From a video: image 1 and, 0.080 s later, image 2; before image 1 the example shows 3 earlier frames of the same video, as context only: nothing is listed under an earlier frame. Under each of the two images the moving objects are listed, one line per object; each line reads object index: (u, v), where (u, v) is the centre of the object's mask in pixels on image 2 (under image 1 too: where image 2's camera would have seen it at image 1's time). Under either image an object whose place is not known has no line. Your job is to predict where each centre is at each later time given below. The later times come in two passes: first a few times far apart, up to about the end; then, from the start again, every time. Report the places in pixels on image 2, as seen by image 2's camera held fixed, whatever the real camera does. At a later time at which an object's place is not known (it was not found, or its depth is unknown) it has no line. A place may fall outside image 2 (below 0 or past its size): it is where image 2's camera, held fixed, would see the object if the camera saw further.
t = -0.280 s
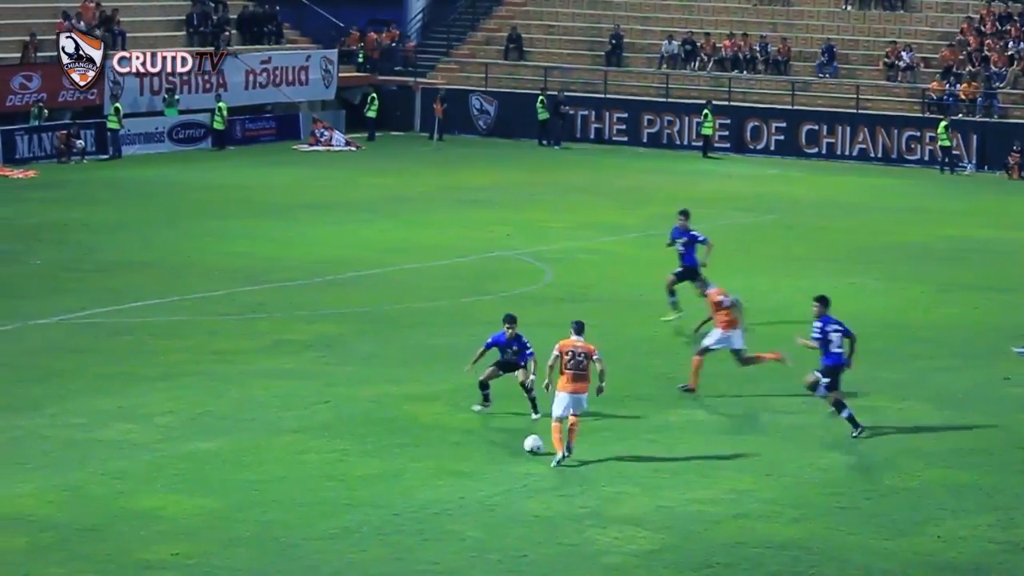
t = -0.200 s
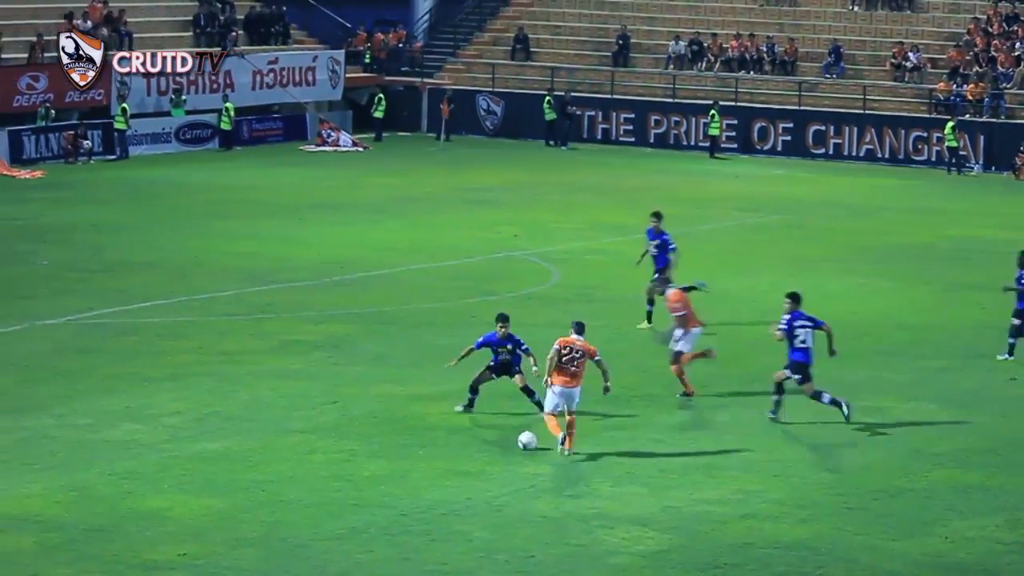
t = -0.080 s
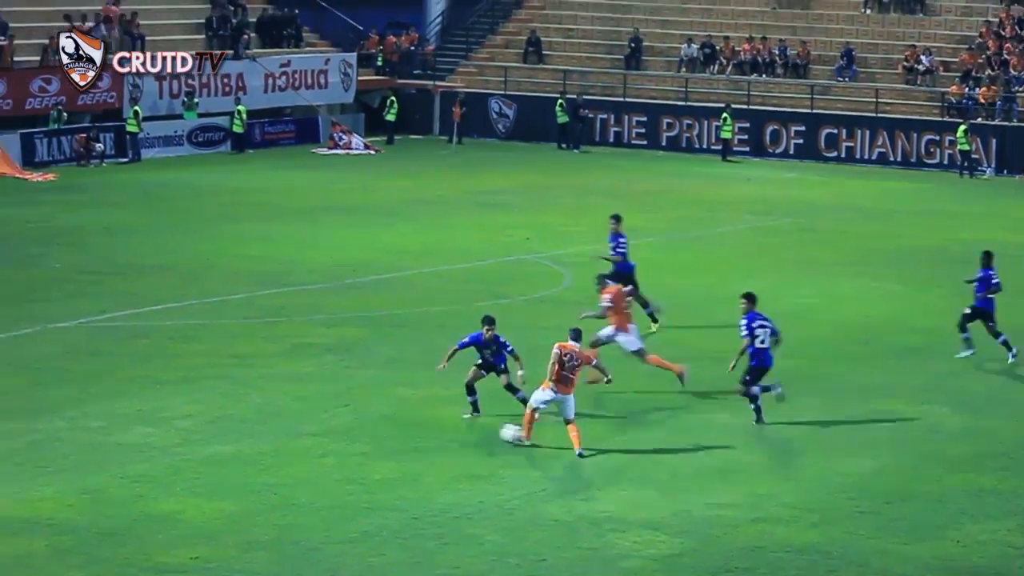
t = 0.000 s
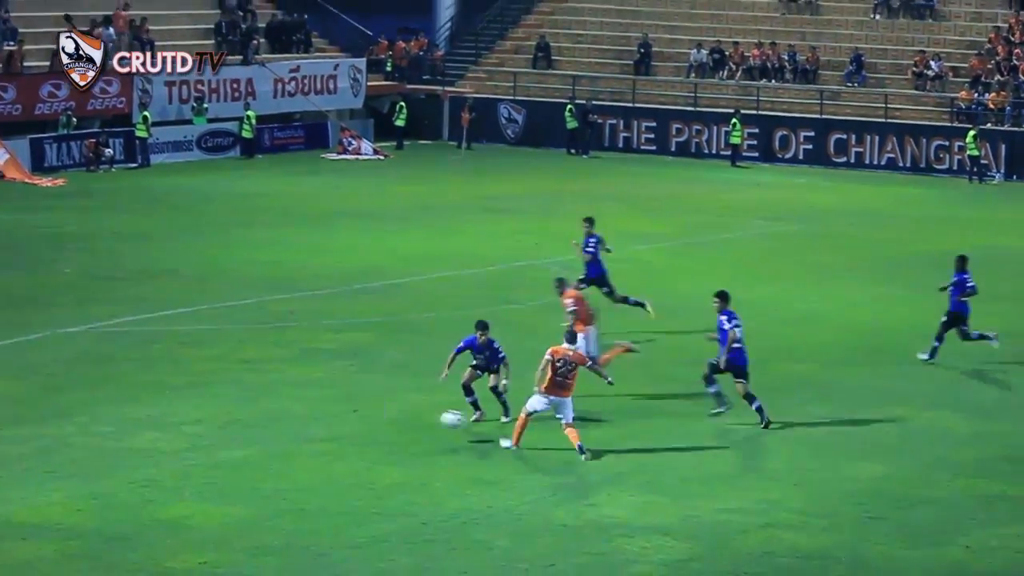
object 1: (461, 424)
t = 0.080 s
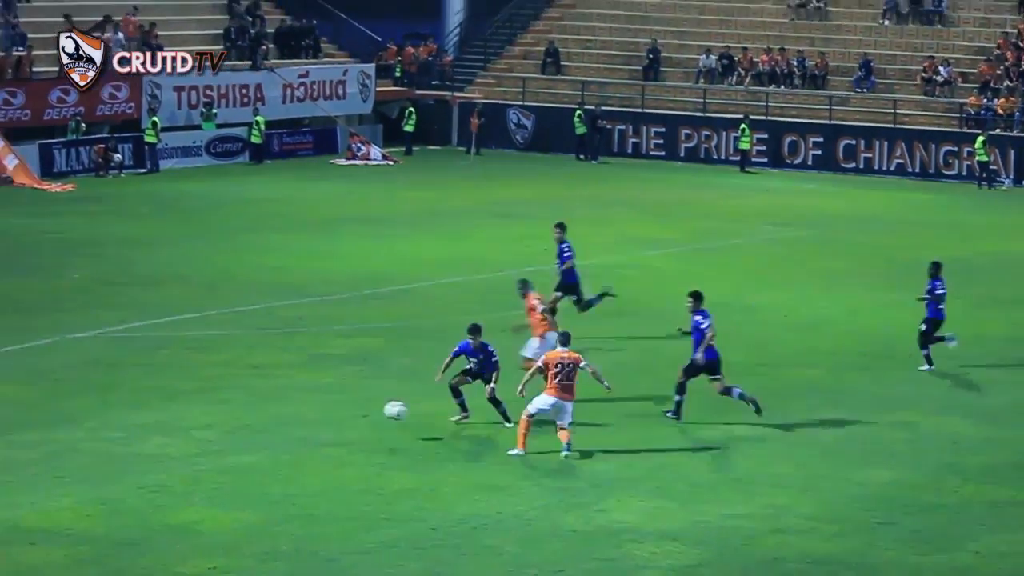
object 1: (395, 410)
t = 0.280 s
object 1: (239, 399)
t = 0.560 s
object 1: (62, 382)
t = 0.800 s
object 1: (-60, 374)
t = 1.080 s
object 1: (-171, 369)
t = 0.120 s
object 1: (363, 405)
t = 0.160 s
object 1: (332, 402)
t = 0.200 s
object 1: (300, 399)
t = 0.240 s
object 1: (268, 398)
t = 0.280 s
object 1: (239, 399)
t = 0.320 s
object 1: (210, 401)
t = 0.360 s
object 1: (182, 403)
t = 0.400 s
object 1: (154, 402)
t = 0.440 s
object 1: (132, 395)
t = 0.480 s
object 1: (108, 390)
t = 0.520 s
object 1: (85, 385)
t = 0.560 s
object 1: (62, 382)
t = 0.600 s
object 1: (39, 381)
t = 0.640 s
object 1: (17, 380)
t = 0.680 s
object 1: (-5, 381)
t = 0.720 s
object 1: (-27, 382)
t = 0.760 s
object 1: (-45, 380)
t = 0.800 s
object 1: (-60, 374)
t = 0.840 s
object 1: (-77, 371)
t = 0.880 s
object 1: (-93, 369)
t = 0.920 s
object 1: (-109, 367)
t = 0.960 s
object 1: (-126, 367)
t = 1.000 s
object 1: (-142, 369)
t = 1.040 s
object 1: (-158, 371)
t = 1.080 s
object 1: (-171, 369)
